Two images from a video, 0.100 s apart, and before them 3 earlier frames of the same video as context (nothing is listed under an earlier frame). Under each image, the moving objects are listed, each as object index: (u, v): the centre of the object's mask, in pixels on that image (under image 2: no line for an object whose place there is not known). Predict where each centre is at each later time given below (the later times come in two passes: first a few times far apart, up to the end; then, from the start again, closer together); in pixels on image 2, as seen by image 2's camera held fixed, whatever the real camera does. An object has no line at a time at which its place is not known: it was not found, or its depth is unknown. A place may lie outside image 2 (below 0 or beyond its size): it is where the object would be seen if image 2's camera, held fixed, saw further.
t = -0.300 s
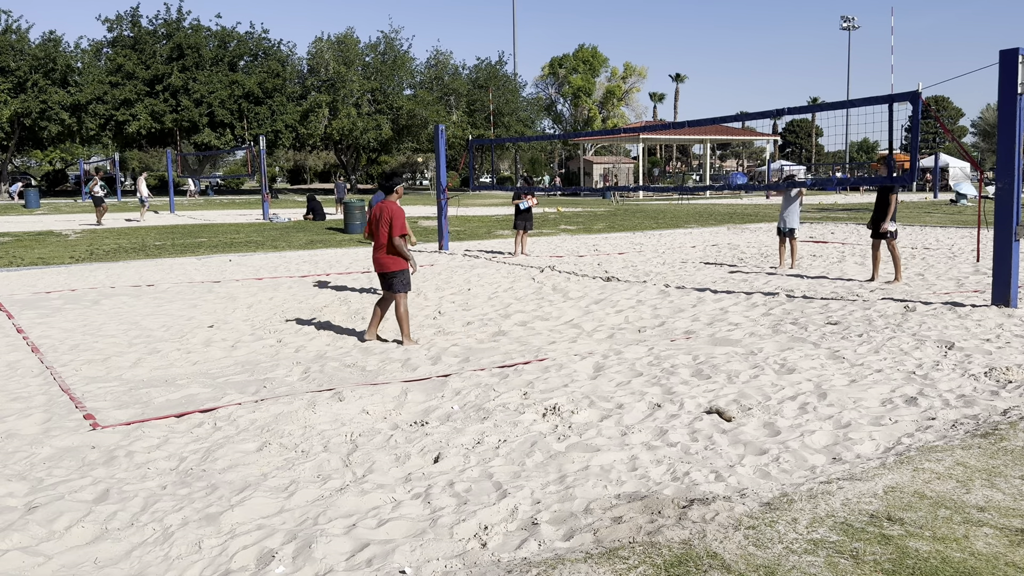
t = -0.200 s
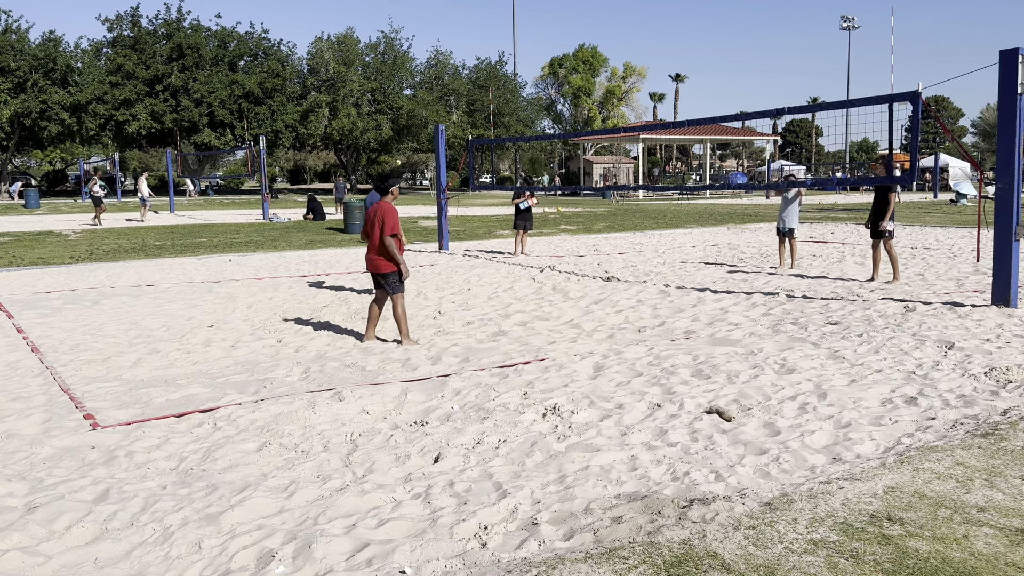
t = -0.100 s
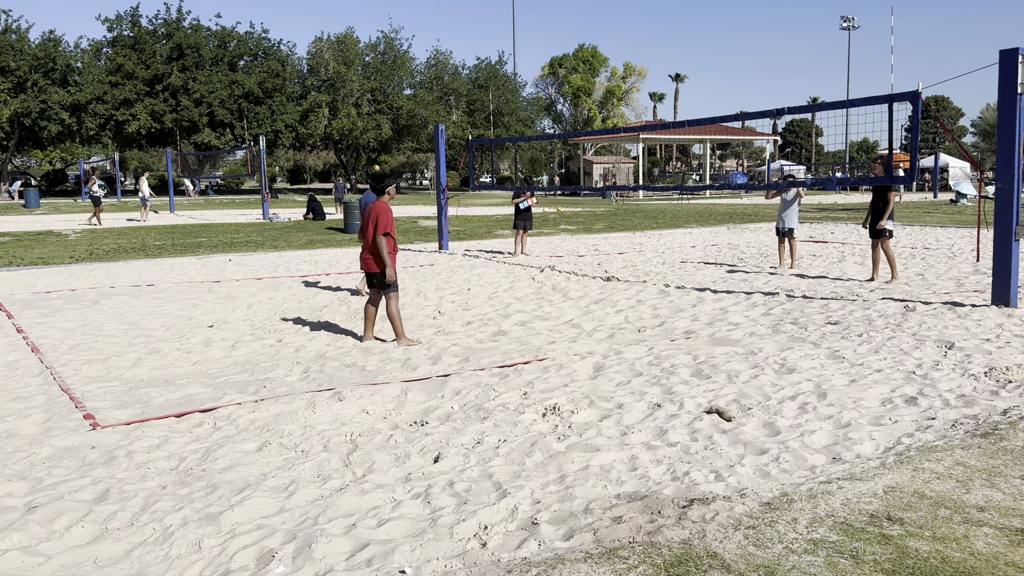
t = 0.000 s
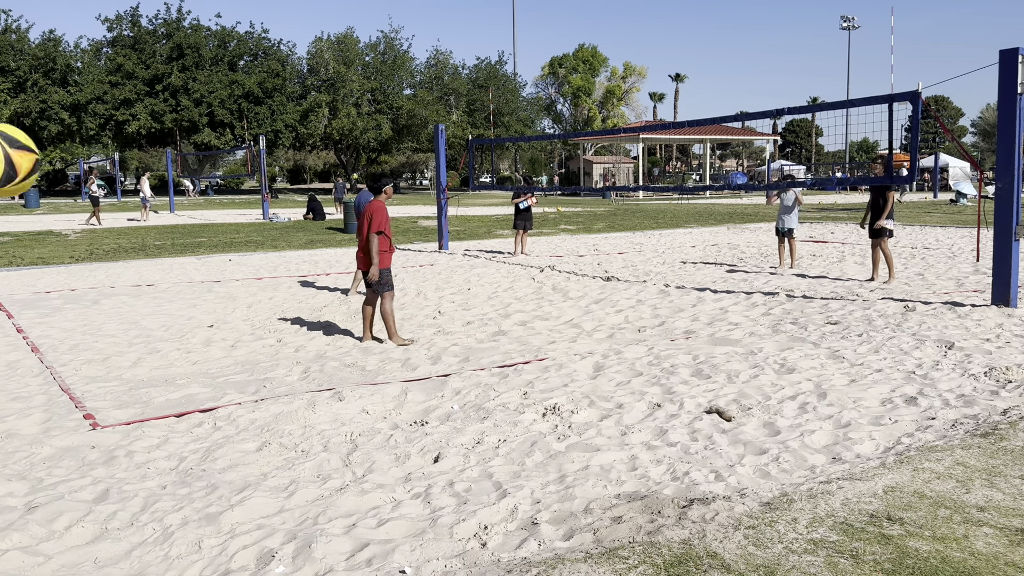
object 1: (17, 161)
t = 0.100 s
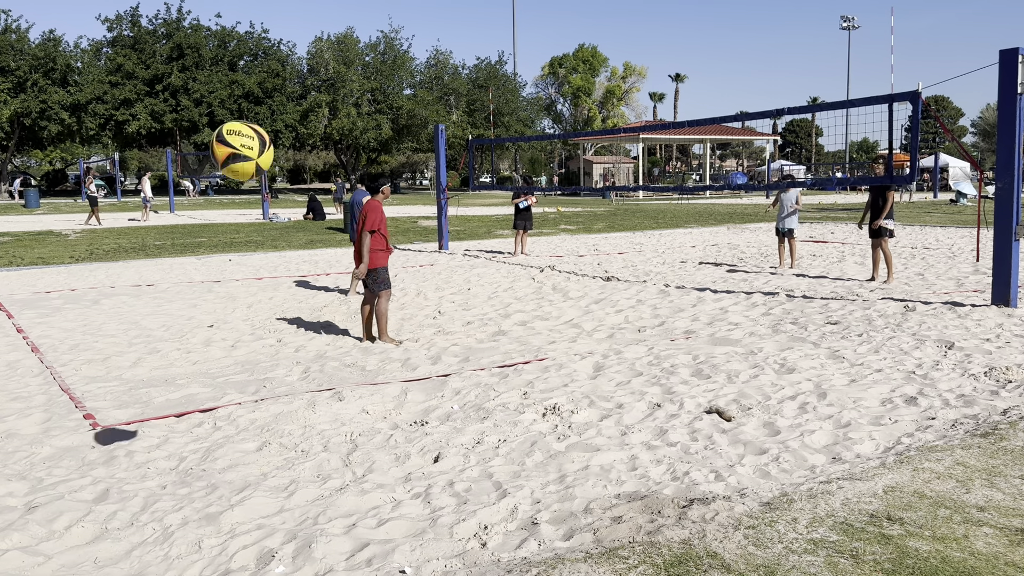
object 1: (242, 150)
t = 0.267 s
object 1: (480, 185)
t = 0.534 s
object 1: (674, 294)
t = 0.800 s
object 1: (781, 293)
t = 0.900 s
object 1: (814, 275)
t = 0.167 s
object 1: (355, 160)
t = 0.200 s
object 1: (402, 166)
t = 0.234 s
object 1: (443, 175)
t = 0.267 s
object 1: (480, 185)
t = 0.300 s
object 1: (513, 197)
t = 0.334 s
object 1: (544, 210)
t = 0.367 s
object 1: (570, 222)
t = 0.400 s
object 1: (594, 235)
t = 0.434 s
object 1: (617, 249)
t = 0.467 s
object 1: (637, 263)
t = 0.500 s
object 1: (657, 278)
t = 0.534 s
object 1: (674, 294)
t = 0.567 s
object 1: (691, 310)
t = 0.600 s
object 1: (706, 327)
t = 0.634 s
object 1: (720, 343)
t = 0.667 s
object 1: (733, 339)
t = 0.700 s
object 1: (746, 325)
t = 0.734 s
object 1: (758, 313)
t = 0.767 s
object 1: (770, 302)
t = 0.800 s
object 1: (781, 293)
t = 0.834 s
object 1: (793, 286)
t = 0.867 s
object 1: (804, 280)
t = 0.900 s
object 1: (814, 275)
